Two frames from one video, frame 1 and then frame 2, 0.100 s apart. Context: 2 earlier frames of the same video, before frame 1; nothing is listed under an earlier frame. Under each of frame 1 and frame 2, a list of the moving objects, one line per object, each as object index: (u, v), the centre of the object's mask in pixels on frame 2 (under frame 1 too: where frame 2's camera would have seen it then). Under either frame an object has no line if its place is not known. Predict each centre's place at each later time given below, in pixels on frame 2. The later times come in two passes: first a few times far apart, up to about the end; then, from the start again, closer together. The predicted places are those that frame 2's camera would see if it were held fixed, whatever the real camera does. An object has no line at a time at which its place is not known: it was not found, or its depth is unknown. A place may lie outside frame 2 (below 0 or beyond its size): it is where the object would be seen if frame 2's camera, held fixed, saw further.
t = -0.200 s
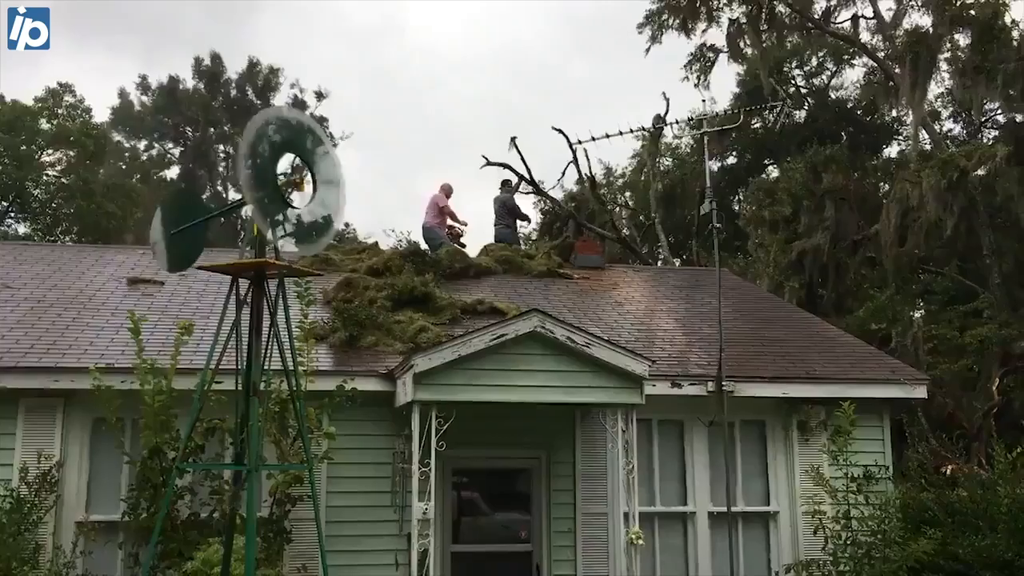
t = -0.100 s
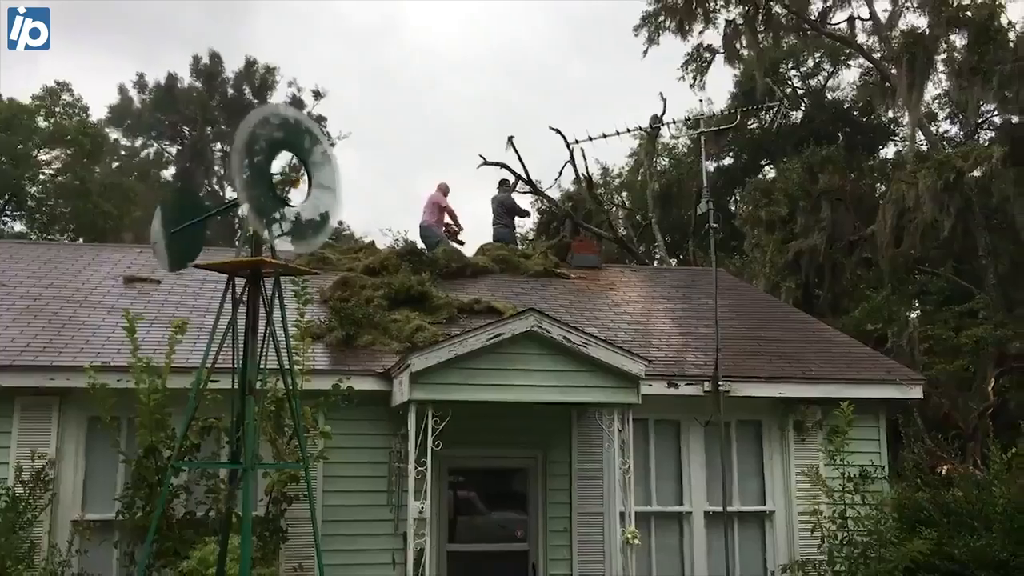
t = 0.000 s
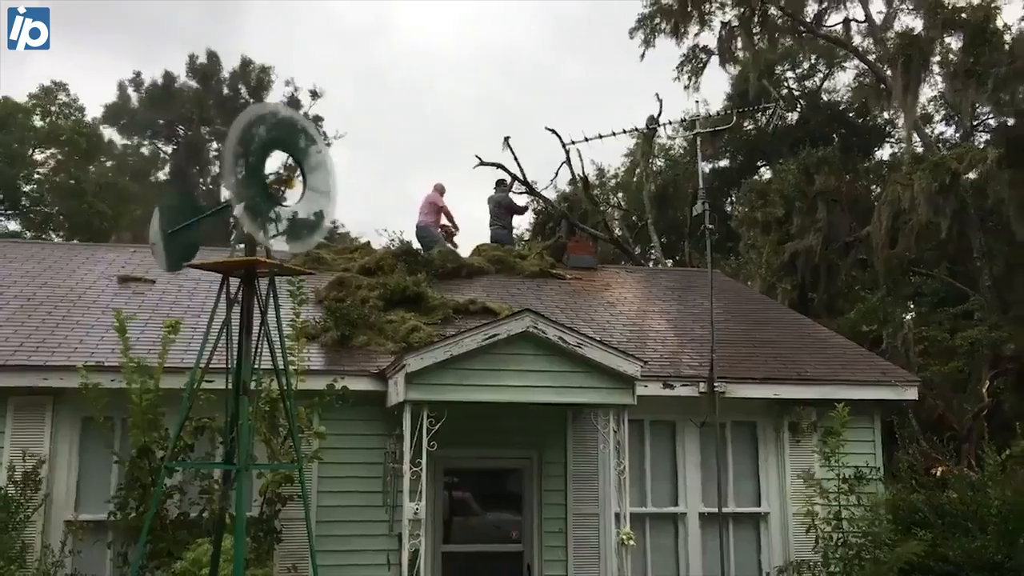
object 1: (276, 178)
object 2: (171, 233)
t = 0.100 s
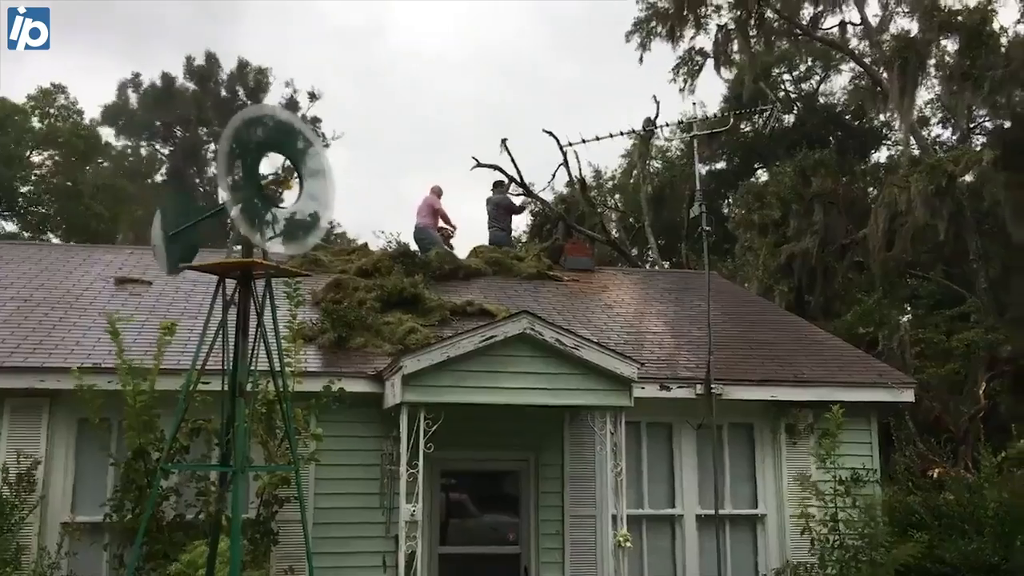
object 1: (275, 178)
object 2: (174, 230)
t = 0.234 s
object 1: (274, 178)
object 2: (182, 232)
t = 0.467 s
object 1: (269, 178)
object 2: (189, 231)
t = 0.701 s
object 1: (265, 178)
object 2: (195, 233)
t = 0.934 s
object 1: (263, 178)
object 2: (201, 238)
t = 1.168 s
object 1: (262, 177)
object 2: (204, 241)
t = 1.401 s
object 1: (262, 178)
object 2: (205, 242)
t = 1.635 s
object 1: (262, 177)
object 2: (204, 241)
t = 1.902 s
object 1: (263, 178)
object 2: (202, 239)
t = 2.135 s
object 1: (266, 178)
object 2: (199, 235)
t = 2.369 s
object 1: (268, 179)
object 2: (192, 229)
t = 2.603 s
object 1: (269, 178)
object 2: (190, 227)
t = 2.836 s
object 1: (271, 179)
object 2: (184, 227)
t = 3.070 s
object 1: (272, 179)
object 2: (176, 229)
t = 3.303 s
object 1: (274, 179)
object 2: (170, 227)
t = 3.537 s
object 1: (275, 180)
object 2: (167, 226)
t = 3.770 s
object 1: (278, 180)
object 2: (163, 230)
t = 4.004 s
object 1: (279, 180)
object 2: (158, 228)
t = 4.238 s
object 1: (281, 181)
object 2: (153, 228)
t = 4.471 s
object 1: (282, 181)
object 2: (147, 227)
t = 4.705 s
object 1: (283, 183)
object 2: (144, 227)
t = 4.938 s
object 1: (284, 185)
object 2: (140, 226)
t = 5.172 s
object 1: (286, 186)
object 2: (136, 225)
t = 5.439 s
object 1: (286, 186)
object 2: (132, 225)
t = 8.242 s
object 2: (118, 219)
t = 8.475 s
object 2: (118, 219)
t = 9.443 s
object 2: (117, 219)
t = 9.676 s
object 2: (117, 218)
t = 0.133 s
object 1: (275, 178)
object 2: (178, 232)
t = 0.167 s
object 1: (275, 178)
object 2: (177, 231)
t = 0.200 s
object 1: (274, 179)
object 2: (180, 231)
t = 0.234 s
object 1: (274, 178)
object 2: (182, 232)
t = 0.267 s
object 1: (274, 178)
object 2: (183, 232)
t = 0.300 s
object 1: (272, 178)
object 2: (184, 230)
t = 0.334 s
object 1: (271, 177)
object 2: (185, 230)
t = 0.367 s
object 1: (271, 177)
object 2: (184, 231)
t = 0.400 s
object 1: (271, 178)
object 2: (186, 231)
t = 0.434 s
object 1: (270, 178)
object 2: (187, 232)
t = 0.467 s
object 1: (269, 178)
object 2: (189, 231)
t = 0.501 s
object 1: (268, 177)
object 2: (190, 230)
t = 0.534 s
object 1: (268, 178)
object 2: (191, 232)
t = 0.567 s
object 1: (267, 178)
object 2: (193, 231)
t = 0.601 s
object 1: (267, 178)
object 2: (193, 232)
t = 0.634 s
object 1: (267, 178)
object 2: (195, 232)
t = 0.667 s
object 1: (266, 178)
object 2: (195, 233)
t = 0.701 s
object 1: (265, 178)
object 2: (195, 233)
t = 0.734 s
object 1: (265, 177)
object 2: (197, 235)
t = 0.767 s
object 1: (265, 178)
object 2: (198, 237)
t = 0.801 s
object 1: (264, 178)
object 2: (197, 235)
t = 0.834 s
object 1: (264, 177)
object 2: (198, 237)
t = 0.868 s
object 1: (264, 177)
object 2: (199, 238)
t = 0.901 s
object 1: (264, 178)
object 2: (201, 237)
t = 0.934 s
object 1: (263, 178)
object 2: (201, 238)
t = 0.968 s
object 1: (262, 177)
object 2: (201, 238)
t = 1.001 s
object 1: (263, 177)
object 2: (202, 239)
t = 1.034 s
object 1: (263, 178)
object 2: (202, 239)
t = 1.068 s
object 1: (262, 177)
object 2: (203, 239)
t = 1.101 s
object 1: (262, 177)
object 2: (203, 238)
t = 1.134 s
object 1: (262, 177)
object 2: (203, 240)
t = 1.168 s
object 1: (262, 177)
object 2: (204, 241)
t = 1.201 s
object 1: (261, 177)
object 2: (203, 240)
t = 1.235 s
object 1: (262, 177)
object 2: (204, 240)
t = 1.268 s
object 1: (262, 177)
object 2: (204, 242)
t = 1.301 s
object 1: (261, 177)
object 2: (204, 241)
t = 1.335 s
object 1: (261, 177)
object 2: (205, 241)
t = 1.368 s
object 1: (262, 177)
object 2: (205, 242)
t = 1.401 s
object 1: (262, 178)
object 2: (205, 242)
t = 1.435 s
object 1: (261, 177)
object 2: (205, 242)
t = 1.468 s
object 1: (261, 177)
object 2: (205, 242)
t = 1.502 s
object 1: (261, 177)
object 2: (205, 242)
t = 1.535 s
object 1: (262, 178)
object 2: (205, 242)
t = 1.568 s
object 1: (261, 177)
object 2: (204, 242)
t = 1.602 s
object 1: (262, 177)
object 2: (204, 241)
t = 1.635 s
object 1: (262, 177)
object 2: (204, 241)
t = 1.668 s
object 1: (262, 177)
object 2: (204, 241)
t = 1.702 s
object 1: (262, 177)
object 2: (204, 240)
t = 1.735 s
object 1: (263, 177)
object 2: (204, 240)
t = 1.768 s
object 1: (263, 178)
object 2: (204, 240)
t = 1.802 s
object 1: (262, 177)
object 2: (202, 240)
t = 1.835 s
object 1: (263, 177)
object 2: (203, 236)
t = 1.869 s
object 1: (264, 178)
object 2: (203, 237)
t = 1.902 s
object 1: (263, 178)
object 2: (202, 239)
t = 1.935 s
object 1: (264, 177)
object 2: (202, 238)
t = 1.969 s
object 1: (264, 177)
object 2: (201, 237)
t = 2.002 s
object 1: (265, 178)
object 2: (201, 237)
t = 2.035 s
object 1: (265, 178)
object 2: (200, 236)
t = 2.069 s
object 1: (265, 177)
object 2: (200, 236)
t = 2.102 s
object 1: (266, 178)
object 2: (199, 235)
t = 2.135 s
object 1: (266, 178)
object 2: (199, 235)
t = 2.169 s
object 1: (266, 178)
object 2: (197, 234)
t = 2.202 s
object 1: (266, 178)
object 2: (196, 234)
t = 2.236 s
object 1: (267, 178)
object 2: (197, 234)
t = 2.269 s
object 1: (267, 178)
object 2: (197, 232)
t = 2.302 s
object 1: (267, 178)
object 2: (197, 231)
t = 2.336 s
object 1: (267, 178)
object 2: (195, 231)
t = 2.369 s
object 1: (268, 179)
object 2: (192, 229)
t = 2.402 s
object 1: (268, 179)
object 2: (192, 229)
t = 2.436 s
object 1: (268, 178)
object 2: (192, 228)
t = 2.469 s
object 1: (269, 178)
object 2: (191, 228)
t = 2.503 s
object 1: (268, 179)
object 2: (191, 228)
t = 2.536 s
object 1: (268, 179)
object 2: (190, 228)
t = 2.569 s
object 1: (269, 178)
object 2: (190, 228)
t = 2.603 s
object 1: (269, 178)
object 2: (190, 227)
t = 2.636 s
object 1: (269, 178)
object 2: (189, 227)
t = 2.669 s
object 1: (269, 178)
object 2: (188, 227)
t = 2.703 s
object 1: (270, 178)
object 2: (187, 227)
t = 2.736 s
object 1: (270, 178)
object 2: (186, 227)
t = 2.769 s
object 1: (270, 179)
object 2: (185, 228)
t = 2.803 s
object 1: (270, 179)
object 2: (184, 227)
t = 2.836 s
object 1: (271, 179)
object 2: (184, 227)
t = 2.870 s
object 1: (271, 179)
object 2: (183, 227)
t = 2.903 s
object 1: (271, 179)
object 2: (183, 227)
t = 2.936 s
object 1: (271, 179)
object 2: (183, 230)
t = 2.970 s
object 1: (272, 179)
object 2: (181, 227)
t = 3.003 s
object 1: (272, 179)
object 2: (181, 227)
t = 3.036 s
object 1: (272, 179)
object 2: (178, 228)
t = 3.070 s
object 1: (272, 179)
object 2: (176, 229)
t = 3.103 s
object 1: (273, 179)
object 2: (176, 227)
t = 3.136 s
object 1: (273, 179)
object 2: (176, 227)
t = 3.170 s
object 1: (273, 179)
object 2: (175, 227)
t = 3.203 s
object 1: (273, 179)
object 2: (174, 227)
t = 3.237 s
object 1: (274, 179)
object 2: (174, 227)
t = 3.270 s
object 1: (274, 179)
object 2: (172, 227)
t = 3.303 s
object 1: (274, 179)
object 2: (170, 227)
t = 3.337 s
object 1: (274, 179)
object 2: (170, 226)
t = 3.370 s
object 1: (275, 180)
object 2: (169, 227)
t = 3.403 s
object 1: (275, 180)
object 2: (169, 227)
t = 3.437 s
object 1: (275, 180)
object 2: (168, 226)
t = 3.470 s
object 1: (275, 179)
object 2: (168, 229)
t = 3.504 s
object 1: (276, 180)
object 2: (167, 226)
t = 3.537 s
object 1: (275, 180)
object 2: (167, 226)
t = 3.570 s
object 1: (276, 179)
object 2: (167, 229)
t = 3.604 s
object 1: (276, 179)
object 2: (166, 229)
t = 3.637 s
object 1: (277, 180)
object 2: (165, 230)
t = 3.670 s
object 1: (276, 180)
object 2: (164, 230)
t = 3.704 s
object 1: (277, 179)
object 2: (164, 229)
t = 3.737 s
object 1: (277, 180)
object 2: (162, 230)
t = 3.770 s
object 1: (278, 180)
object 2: (163, 230)
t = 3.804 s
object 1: (278, 180)
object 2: (161, 229)
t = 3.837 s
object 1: (278, 180)
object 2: (160, 229)
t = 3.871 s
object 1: (278, 180)
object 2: (160, 229)
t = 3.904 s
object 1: (278, 180)
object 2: (159, 229)
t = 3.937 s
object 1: (279, 180)
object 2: (157, 226)
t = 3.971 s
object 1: (279, 180)
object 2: (159, 228)
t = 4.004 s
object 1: (279, 180)
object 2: (158, 228)
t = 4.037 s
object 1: (279, 180)
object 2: (156, 225)
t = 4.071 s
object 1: (279, 180)
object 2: (156, 229)
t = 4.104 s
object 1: (280, 180)
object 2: (154, 225)
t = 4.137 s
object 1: (280, 180)
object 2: (155, 228)
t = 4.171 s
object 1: (280, 181)
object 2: (154, 229)
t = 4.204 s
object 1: (280, 181)
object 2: (152, 225)
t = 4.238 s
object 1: (281, 181)
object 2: (153, 228)
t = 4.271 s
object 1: (281, 181)
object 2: (151, 228)
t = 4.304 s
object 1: (281, 181)
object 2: (151, 228)
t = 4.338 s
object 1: (281, 181)
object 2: (150, 227)
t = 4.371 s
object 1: (282, 181)
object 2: (149, 227)
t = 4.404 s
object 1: (282, 182)
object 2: (149, 228)
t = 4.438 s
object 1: (282, 181)
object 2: (148, 227)
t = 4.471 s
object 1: (282, 181)
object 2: (147, 227)
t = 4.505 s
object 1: (282, 181)
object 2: (147, 227)
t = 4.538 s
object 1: (282, 182)
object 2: (147, 227)
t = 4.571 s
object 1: (282, 182)
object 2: (147, 227)
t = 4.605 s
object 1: (283, 182)
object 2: (145, 226)
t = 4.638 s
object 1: (283, 182)
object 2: (145, 226)
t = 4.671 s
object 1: (282, 183)
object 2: (145, 226)
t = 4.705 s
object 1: (283, 183)
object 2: (144, 227)
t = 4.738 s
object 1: (284, 183)
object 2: (142, 226)
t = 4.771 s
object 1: (284, 183)
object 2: (142, 226)
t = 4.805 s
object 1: (284, 184)
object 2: (142, 227)
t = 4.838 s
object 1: (284, 184)
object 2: (141, 227)
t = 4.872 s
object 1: (284, 184)
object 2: (140, 226)
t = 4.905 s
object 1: (285, 184)
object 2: (140, 226)
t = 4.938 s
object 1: (284, 185)
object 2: (140, 226)
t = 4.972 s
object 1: (285, 185)
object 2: (139, 226)
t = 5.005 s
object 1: (285, 185)
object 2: (138, 226)
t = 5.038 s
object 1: (285, 185)
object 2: (138, 226)
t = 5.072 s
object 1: (285, 186)
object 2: (138, 226)
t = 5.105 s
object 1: (285, 186)
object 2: (137, 225)
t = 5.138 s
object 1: (285, 186)
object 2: (136, 225)
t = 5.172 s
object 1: (286, 186)
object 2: (136, 225)
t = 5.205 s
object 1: (285, 186)
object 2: (136, 225)
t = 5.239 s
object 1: (286, 185)
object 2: (135, 225)
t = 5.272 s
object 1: (286, 186)
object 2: (134, 224)
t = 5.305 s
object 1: (286, 187)
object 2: (134, 225)
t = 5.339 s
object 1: (285, 186)
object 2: (133, 225)
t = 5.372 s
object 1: (285, 186)
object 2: (133, 224)
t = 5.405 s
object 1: (286, 185)
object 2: (133, 224)
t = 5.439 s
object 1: (286, 186)
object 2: (132, 225)
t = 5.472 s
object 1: (286, 186)
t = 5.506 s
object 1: (286, 184)
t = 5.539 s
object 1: (286, 186)
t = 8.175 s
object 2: (118, 219)
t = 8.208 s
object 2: (118, 220)
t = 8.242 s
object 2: (118, 219)
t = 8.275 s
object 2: (118, 220)
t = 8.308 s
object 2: (119, 220)
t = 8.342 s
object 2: (118, 219)
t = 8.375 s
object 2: (118, 218)
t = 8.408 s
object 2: (118, 218)
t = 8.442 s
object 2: (118, 219)
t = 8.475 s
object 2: (118, 219)
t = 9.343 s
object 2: (118, 219)
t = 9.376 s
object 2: (118, 219)
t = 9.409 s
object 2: (117, 219)
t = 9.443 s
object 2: (117, 219)
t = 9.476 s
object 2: (117, 218)
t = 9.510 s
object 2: (117, 217)
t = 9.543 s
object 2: (116, 217)
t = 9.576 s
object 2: (117, 217)
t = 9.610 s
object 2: (117, 217)
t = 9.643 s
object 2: (116, 217)
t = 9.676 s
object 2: (117, 218)
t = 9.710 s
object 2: (117, 218)
